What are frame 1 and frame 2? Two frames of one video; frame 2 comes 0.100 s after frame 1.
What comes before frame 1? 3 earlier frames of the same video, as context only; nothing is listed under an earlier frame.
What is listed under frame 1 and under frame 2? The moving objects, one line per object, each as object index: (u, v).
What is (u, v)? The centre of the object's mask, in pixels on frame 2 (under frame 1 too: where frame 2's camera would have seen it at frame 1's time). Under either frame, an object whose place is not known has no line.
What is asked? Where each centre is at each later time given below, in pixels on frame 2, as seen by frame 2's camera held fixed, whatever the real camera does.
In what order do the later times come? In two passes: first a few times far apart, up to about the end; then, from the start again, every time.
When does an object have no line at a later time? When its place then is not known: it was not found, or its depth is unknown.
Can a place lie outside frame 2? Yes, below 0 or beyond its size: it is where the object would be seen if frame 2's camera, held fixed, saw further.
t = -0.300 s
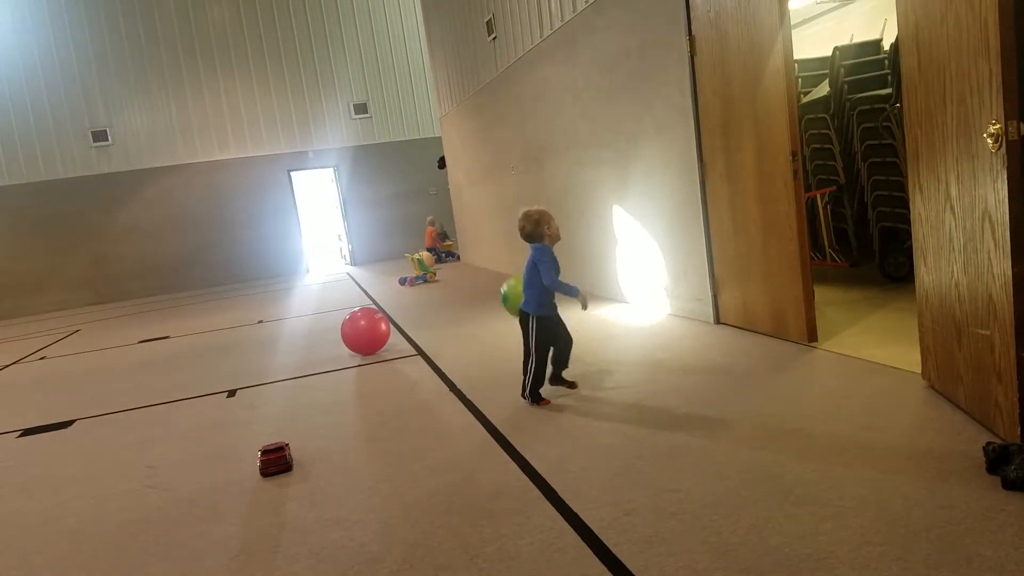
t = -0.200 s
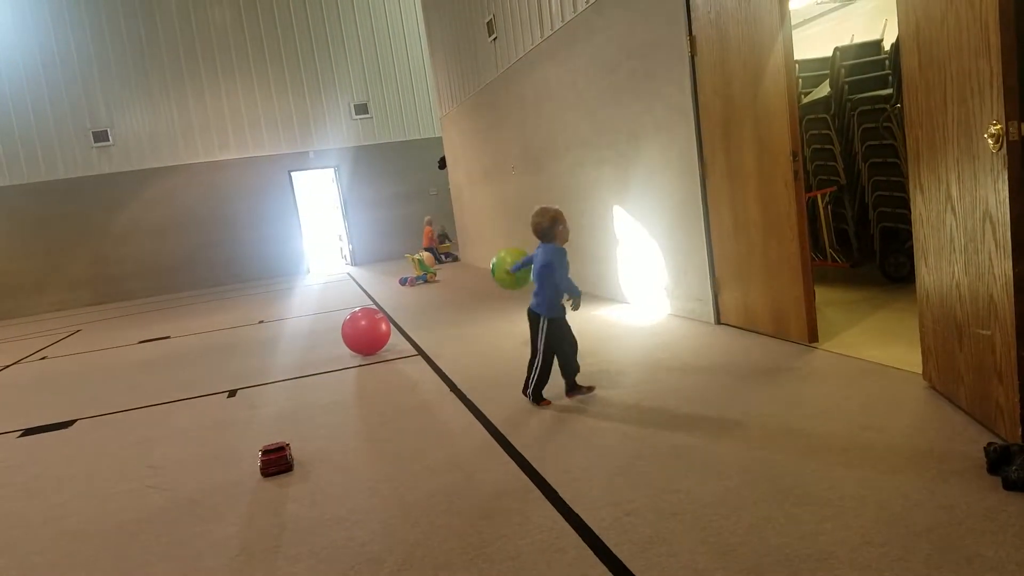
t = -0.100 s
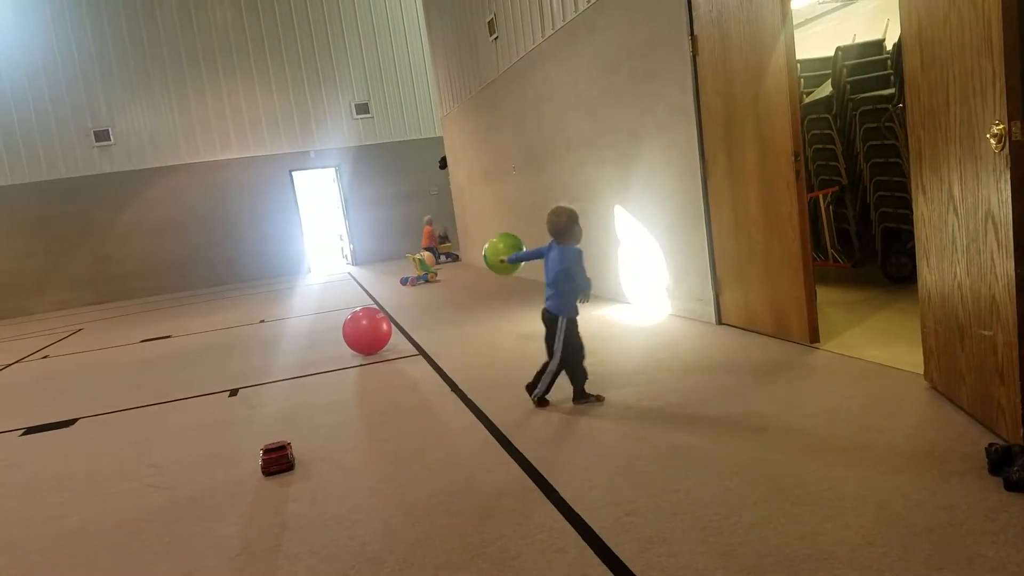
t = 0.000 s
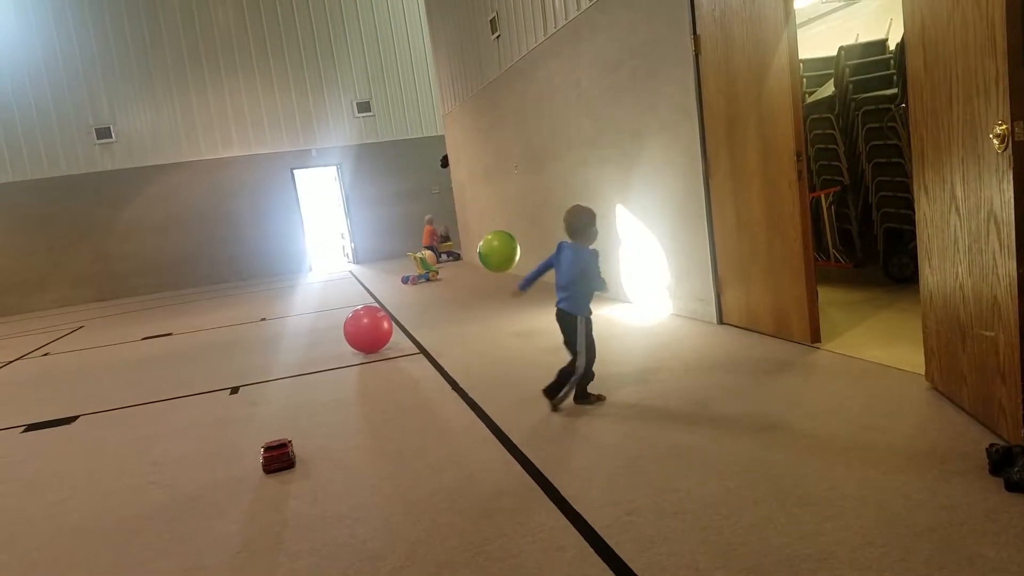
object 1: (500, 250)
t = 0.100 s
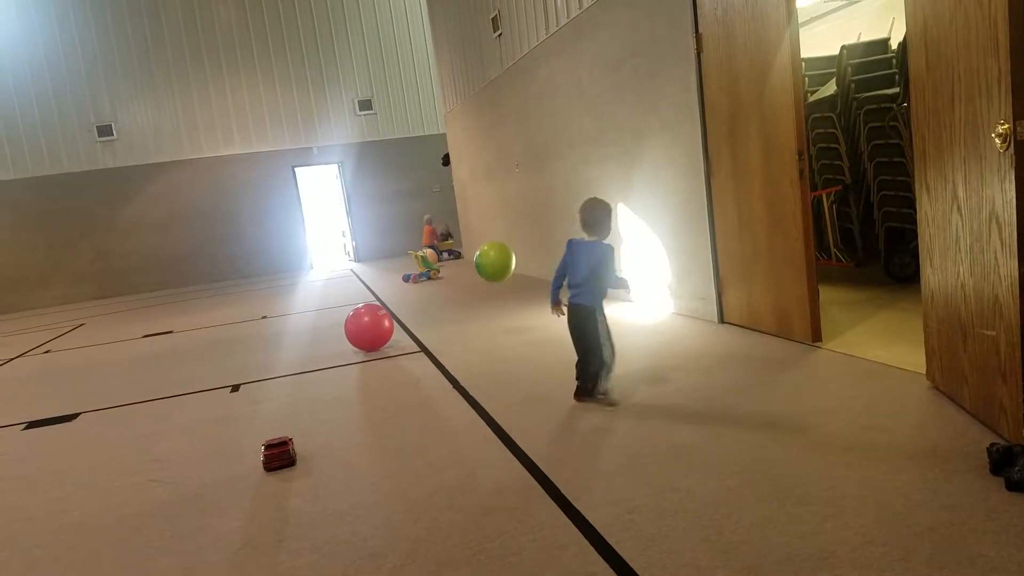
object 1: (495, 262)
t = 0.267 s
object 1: (491, 307)
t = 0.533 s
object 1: (475, 279)
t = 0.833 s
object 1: (467, 305)
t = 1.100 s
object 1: (457, 288)
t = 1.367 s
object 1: (452, 298)
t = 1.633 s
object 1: (446, 304)
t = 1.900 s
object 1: (439, 301)
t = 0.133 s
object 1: (494, 268)
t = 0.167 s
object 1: (492, 276)
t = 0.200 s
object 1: (491, 285)
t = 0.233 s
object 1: (491, 295)
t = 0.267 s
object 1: (491, 307)
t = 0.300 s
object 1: (490, 320)
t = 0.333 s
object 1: (488, 315)
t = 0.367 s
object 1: (485, 306)
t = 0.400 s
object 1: (483, 298)
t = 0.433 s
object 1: (481, 291)
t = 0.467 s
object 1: (478, 286)
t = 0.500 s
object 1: (476, 281)
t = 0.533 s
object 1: (475, 279)
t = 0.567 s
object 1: (473, 276)
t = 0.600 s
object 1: (472, 276)
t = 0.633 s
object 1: (471, 276)
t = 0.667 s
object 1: (470, 279)
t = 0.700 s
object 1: (469, 281)
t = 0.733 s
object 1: (468, 286)
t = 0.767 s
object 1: (467, 291)
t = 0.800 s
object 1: (467, 297)
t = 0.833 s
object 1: (467, 305)
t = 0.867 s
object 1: (467, 313)
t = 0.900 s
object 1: (465, 306)
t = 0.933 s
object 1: (463, 301)
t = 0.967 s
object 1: (462, 296)
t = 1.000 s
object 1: (460, 292)
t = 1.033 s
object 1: (458, 289)
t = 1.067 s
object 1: (457, 288)
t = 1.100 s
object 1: (457, 288)
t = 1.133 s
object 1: (456, 289)
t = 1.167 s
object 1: (455, 291)
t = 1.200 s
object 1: (454, 294)
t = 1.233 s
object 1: (454, 298)
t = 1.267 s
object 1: (454, 304)
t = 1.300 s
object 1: (454, 307)
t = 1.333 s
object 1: (453, 302)
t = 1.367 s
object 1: (452, 298)
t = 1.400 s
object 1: (451, 295)
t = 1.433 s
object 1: (450, 294)
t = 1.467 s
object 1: (449, 293)
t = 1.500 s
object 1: (447, 294)
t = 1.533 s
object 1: (447, 295)
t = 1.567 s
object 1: (447, 297)
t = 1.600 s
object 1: (446, 301)
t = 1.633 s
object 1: (446, 304)
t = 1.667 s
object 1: (445, 301)
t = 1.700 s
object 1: (444, 298)
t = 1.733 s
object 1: (443, 296)
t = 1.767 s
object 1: (442, 296)
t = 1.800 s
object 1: (441, 296)
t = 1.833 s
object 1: (440, 298)
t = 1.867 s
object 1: (440, 300)
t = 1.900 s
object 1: (439, 301)
